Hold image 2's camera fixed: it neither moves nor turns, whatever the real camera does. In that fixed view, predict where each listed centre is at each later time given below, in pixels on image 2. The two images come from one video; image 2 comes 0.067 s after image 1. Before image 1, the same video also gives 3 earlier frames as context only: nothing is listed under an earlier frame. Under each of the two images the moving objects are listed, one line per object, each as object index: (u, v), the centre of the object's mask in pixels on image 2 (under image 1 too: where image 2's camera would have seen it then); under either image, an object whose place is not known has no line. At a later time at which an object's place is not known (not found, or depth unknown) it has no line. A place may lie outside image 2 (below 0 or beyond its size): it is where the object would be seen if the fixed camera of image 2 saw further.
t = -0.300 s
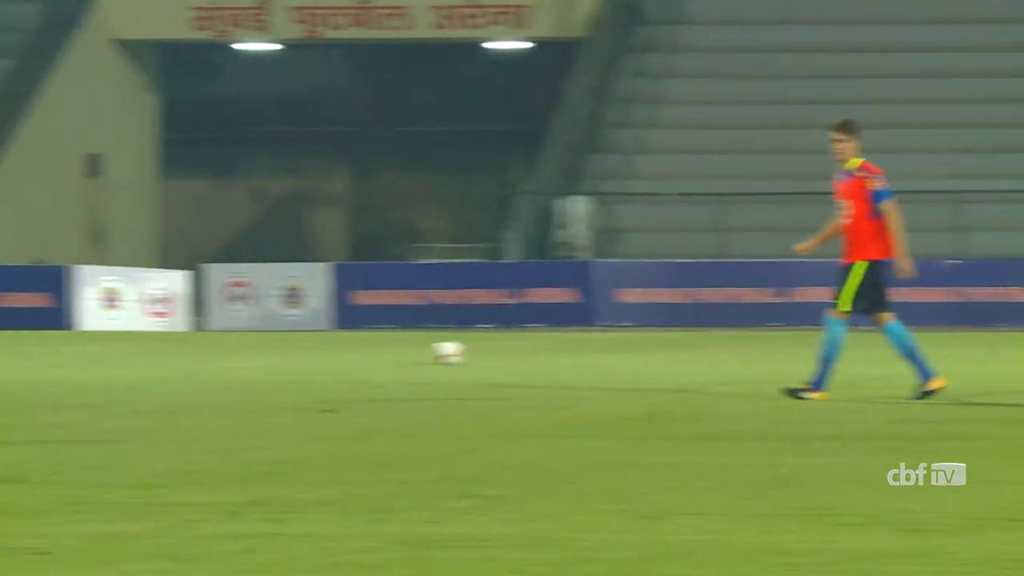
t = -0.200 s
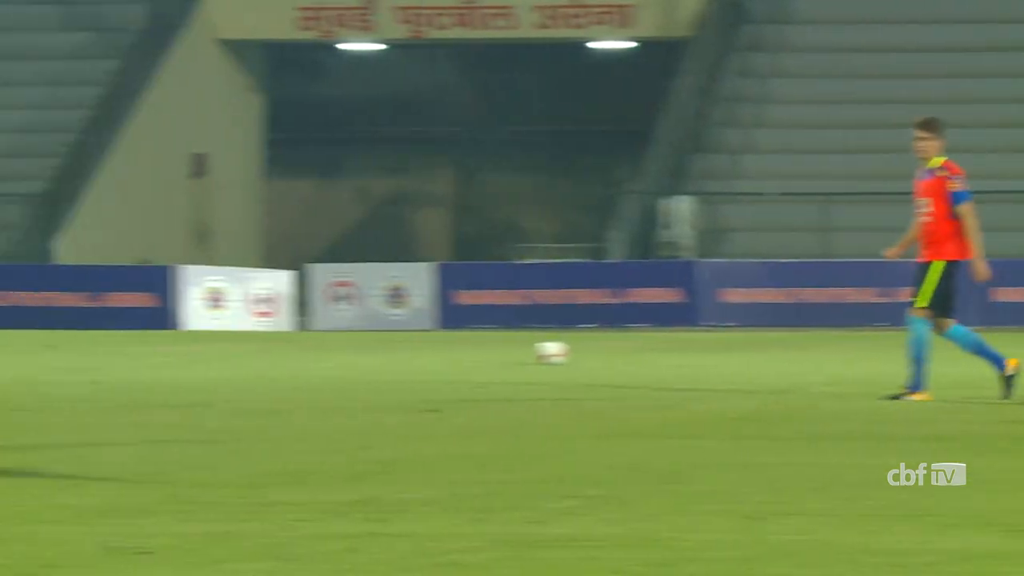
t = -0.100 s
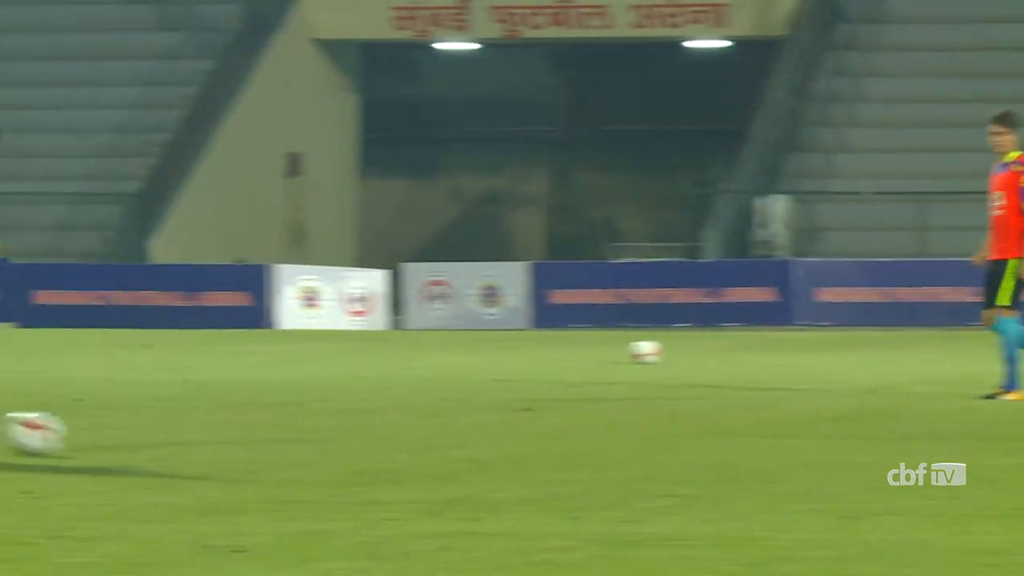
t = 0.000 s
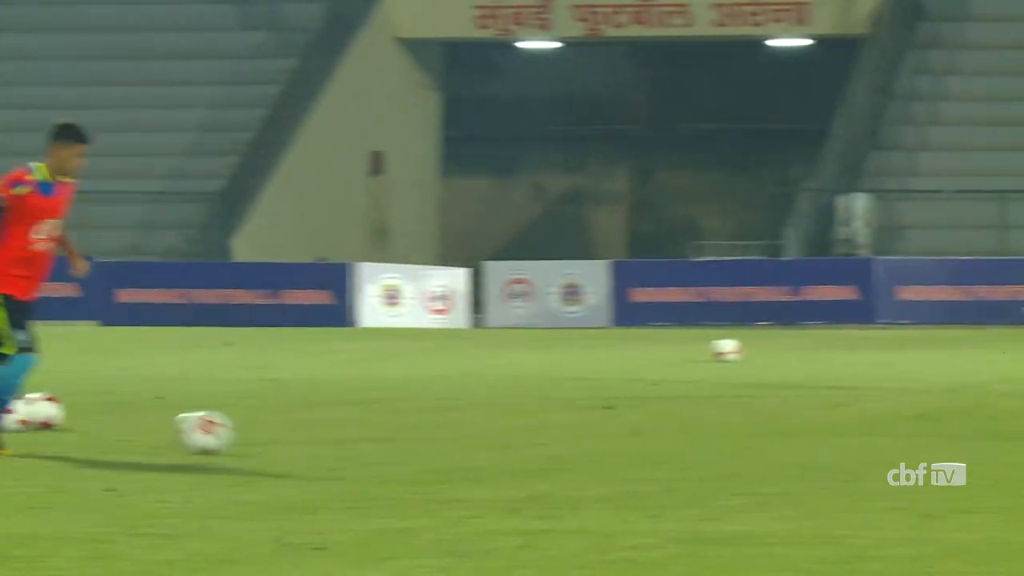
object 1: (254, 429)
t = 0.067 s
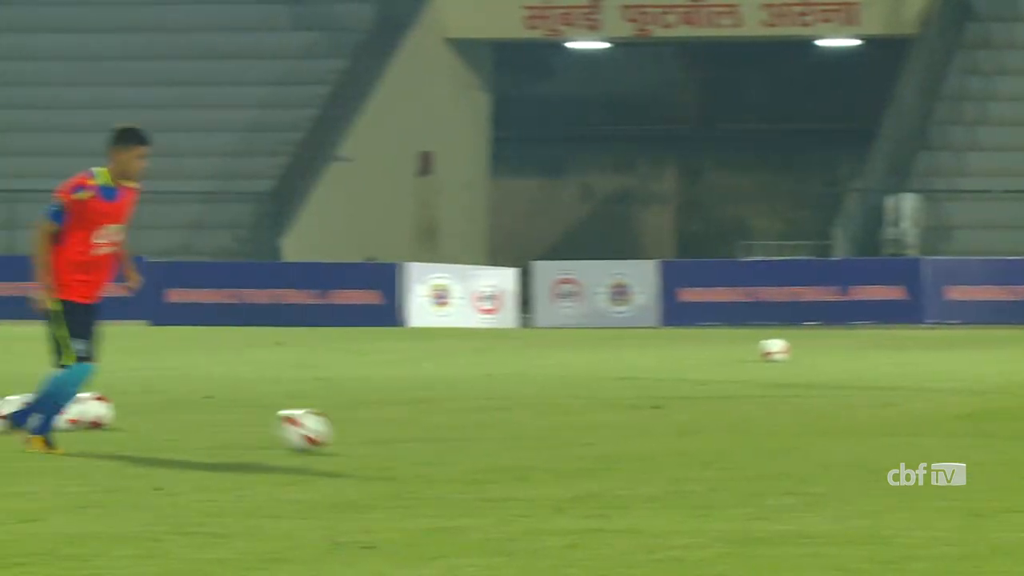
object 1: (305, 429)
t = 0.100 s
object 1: (329, 432)
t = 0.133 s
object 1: (353, 434)
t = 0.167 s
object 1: (376, 436)
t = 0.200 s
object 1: (397, 436)
